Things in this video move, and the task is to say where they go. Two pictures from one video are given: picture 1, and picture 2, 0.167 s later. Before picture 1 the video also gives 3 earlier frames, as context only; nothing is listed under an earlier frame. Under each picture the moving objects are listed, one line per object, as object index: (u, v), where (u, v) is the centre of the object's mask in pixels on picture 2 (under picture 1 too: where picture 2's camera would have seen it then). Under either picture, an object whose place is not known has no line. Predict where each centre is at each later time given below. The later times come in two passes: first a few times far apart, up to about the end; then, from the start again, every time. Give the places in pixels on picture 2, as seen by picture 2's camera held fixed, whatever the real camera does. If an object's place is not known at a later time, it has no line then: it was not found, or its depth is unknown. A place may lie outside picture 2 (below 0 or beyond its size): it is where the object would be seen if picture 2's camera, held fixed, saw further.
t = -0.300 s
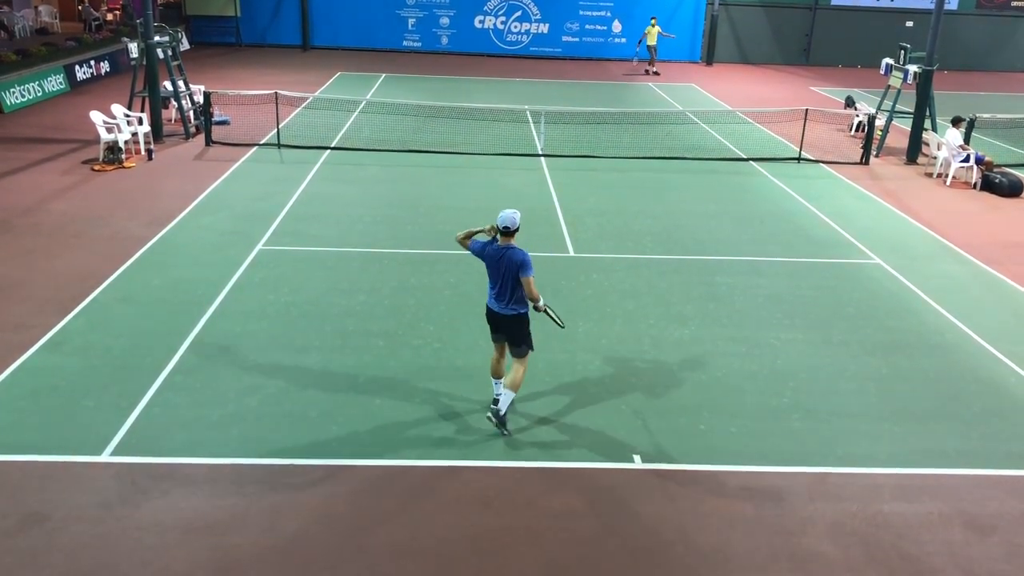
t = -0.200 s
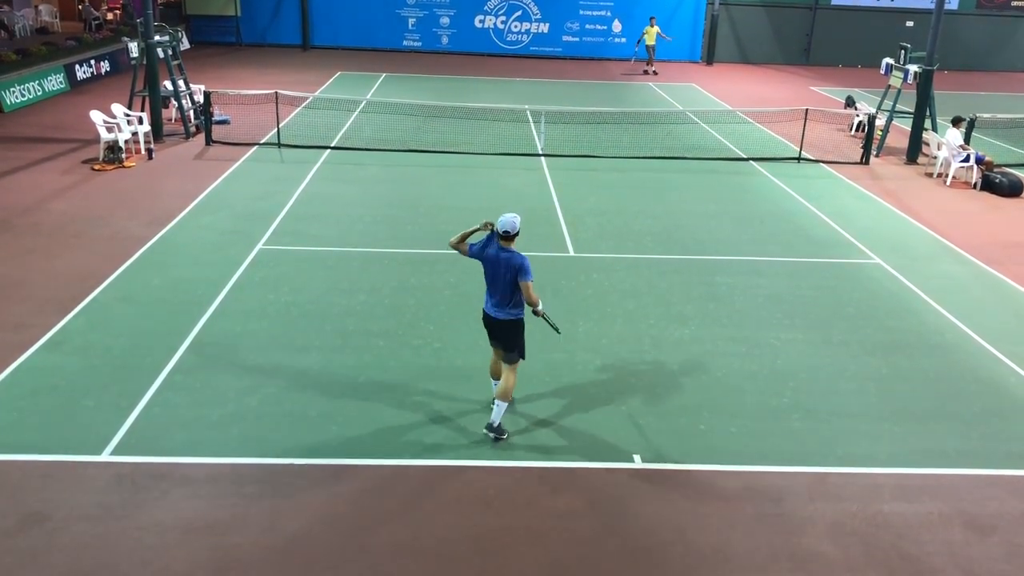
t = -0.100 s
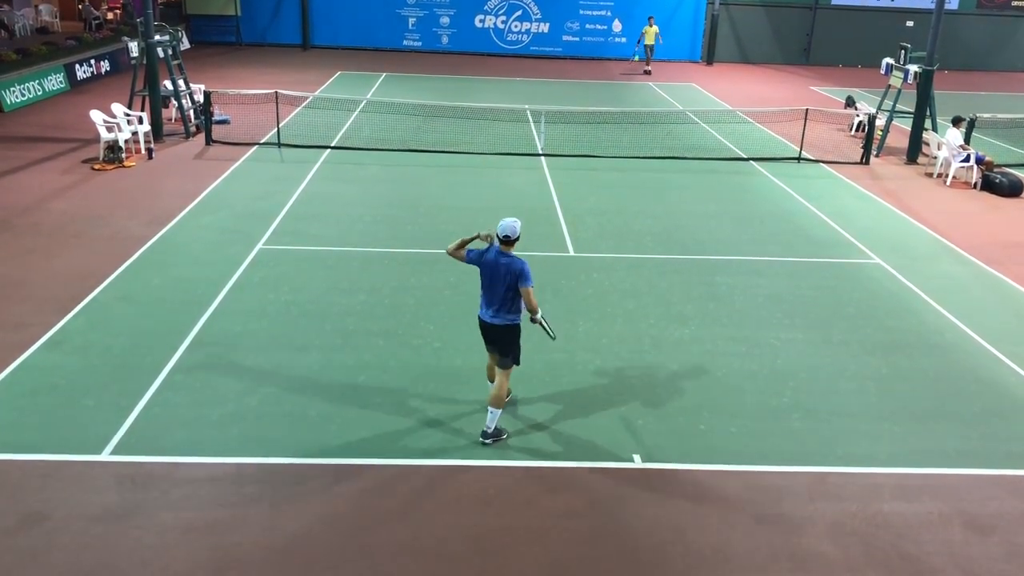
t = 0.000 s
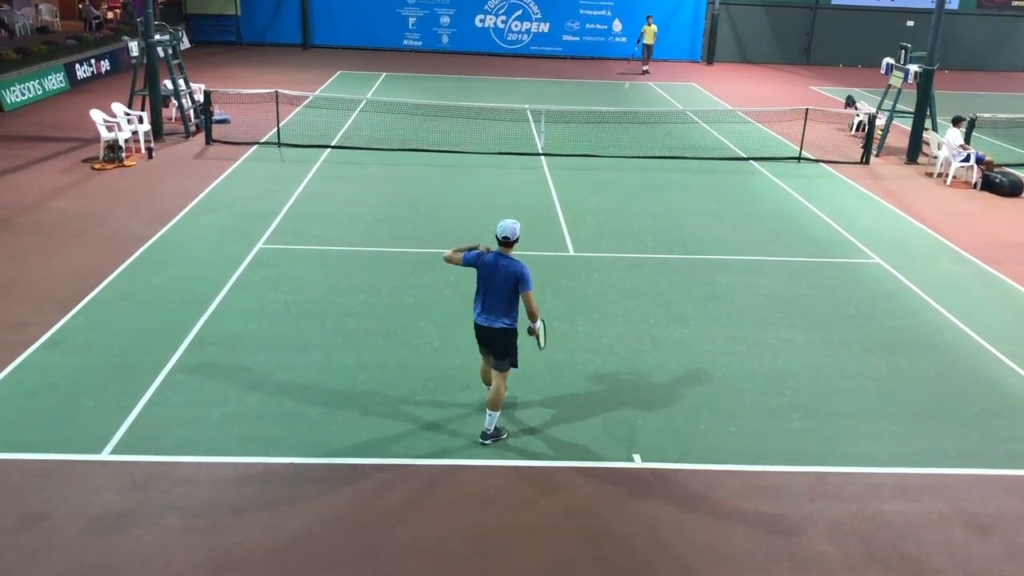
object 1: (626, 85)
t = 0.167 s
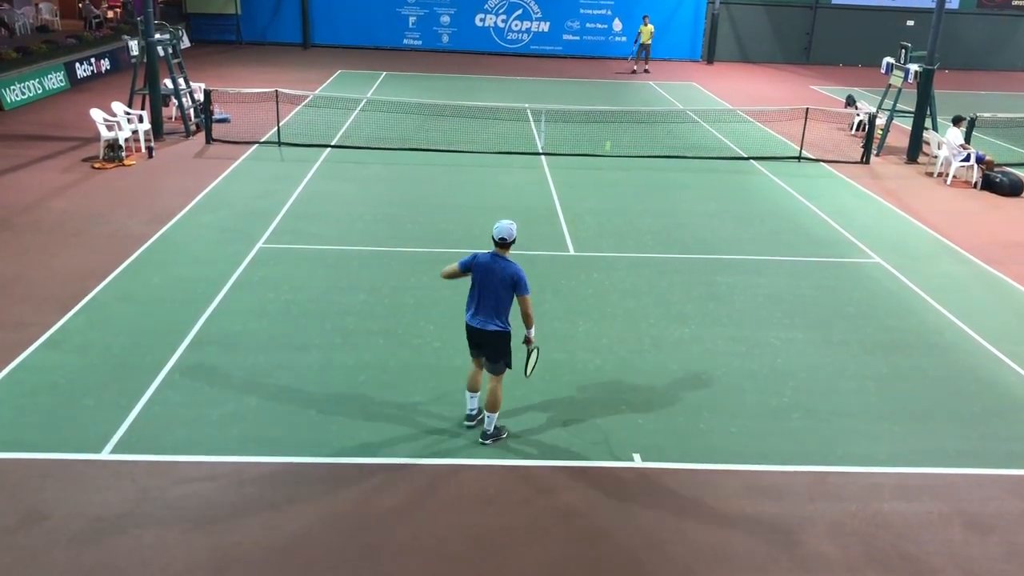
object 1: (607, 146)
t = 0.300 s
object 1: (592, 192)
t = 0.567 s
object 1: (579, 145)
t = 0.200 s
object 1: (604, 159)
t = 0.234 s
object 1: (599, 176)
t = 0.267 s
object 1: (594, 193)
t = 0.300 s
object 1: (592, 192)
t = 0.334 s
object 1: (591, 183)
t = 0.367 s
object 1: (589, 176)
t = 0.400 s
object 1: (588, 170)
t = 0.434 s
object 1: (586, 164)
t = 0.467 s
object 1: (585, 158)
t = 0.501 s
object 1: (582, 153)
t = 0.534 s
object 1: (581, 150)
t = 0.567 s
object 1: (579, 145)
